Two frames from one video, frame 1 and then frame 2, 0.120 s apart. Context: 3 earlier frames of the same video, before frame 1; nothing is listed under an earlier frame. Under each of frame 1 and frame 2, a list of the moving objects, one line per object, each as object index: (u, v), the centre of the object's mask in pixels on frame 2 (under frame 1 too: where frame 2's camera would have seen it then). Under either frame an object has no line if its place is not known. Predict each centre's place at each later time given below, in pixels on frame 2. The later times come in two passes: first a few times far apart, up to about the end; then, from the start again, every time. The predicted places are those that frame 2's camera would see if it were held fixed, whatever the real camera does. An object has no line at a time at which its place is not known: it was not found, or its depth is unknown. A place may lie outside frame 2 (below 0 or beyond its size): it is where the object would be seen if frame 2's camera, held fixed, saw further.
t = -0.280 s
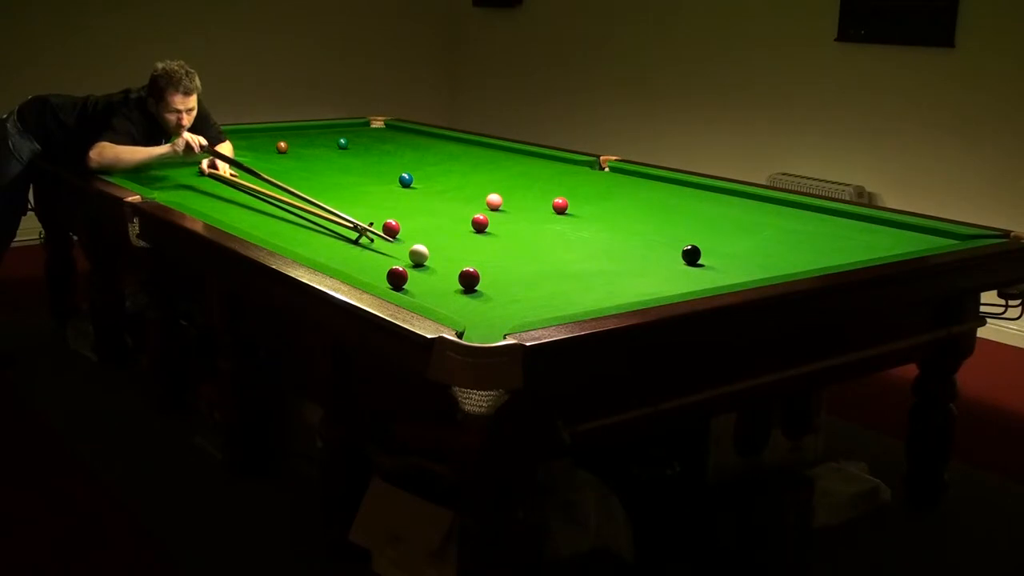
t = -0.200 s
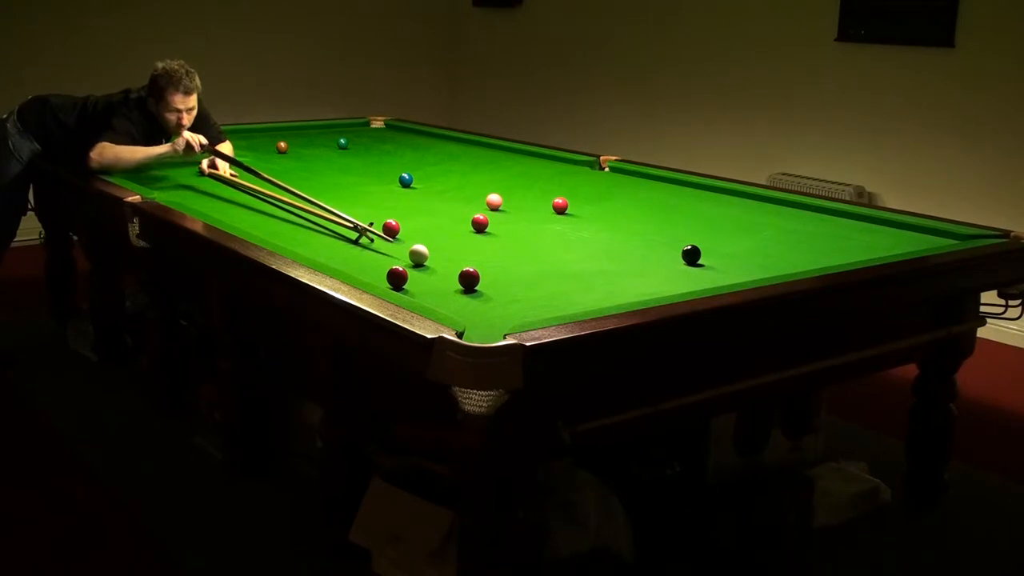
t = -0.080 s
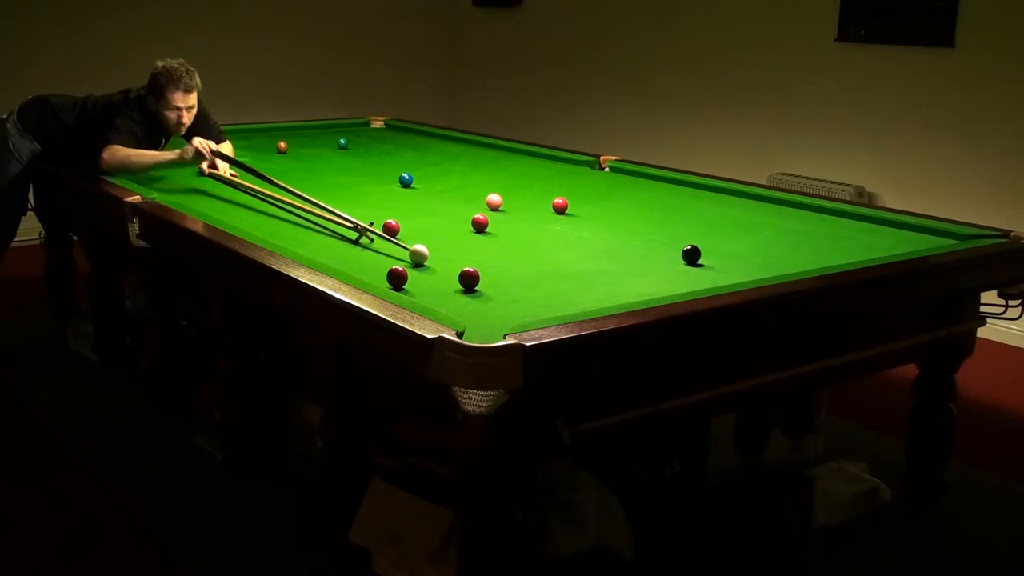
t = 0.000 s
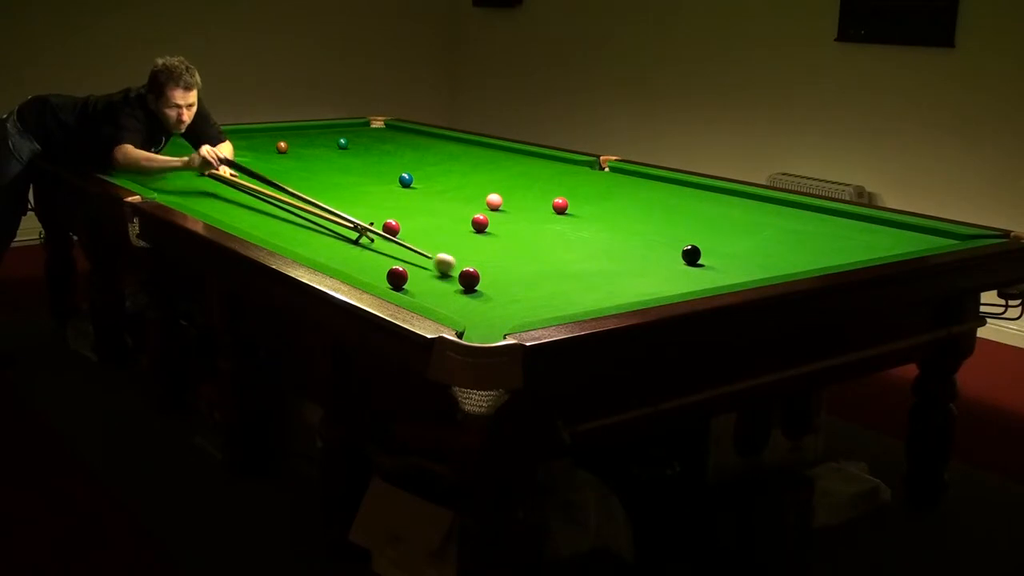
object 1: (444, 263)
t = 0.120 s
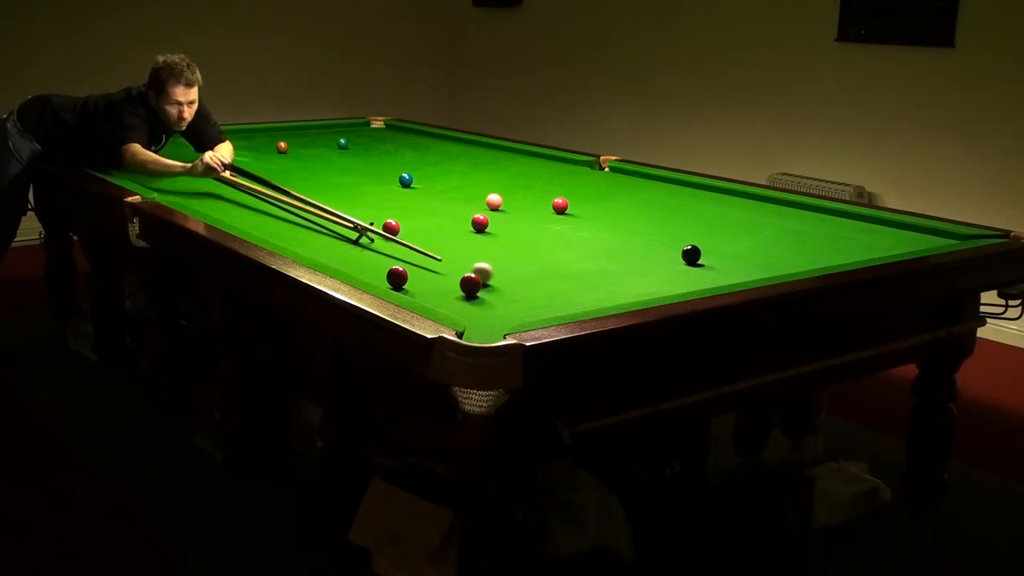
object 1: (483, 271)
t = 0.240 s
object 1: (514, 274)
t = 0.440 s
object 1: (566, 277)
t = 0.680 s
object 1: (626, 280)
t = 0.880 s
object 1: (675, 282)
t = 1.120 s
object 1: (731, 279)
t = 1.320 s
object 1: (737, 274)
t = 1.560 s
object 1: (742, 268)
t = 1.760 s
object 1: (746, 260)
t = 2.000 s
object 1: (750, 253)
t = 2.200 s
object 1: (754, 248)
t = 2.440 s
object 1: (757, 242)
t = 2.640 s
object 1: (760, 238)
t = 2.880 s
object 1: (762, 233)
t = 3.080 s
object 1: (765, 230)
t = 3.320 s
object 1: (767, 227)
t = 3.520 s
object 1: (769, 225)
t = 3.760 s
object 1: (772, 222)
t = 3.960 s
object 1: (774, 221)
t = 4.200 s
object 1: (775, 219)
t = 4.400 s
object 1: (777, 218)
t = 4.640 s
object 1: (778, 218)
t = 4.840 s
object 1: (779, 217)
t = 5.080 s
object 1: (780, 217)
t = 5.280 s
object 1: (779, 217)
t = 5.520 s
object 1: (780, 217)
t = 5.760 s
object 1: (780, 217)
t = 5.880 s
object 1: (780, 217)
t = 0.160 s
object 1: (492, 273)
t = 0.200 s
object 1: (503, 274)
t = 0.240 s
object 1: (514, 274)
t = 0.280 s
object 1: (524, 275)
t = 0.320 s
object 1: (535, 275)
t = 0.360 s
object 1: (545, 276)
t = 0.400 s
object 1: (555, 276)
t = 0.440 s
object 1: (566, 277)
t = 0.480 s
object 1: (576, 277)
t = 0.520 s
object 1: (586, 278)
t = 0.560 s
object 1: (596, 278)
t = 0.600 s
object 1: (606, 279)
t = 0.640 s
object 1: (616, 279)
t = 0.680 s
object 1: (626, 280)
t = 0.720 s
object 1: (636, 280)
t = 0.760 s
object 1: (646, 281)
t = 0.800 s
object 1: (656, 281)
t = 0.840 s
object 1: (666, 281)
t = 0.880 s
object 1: (675, 282)
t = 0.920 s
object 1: (685, 282)
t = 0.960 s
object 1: (695, 281)
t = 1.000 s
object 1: (704, 281)
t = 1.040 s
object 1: (713, 280)
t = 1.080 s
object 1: (723, 280)
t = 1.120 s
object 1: (731, 279)
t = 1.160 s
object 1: (732, 278)
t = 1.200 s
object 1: (733, 277)
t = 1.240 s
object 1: (735, 276)
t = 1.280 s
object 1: (736, 275)
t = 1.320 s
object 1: (737, 274)
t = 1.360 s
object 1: (738, 273)
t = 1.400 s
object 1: (739, 272)
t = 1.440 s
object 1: (740, 271)
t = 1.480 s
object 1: (741, 270)
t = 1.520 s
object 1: (742, 269)
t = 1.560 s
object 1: (742, 268)
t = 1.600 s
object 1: (743, 266)
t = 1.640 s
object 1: (744, 264)
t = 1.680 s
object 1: (745, 263)
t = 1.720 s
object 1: (745, 262)
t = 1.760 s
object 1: (746, 260)
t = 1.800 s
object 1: (747, 259)
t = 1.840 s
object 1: (748, 258)
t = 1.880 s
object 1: (748, 257)
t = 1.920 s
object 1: (749, 255)
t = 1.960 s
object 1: (750, 254)
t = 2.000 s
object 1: (750, 253)
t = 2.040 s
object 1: (751, 252)
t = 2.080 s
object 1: (752, 251)
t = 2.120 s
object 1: (752, 250)
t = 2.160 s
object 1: (753, 249)
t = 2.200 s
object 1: (754, 248)
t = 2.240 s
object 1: (754, 247)
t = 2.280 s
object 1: (755, 246)
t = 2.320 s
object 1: (755, 245)
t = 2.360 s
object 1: (756, 244)
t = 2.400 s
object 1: (756, 243)
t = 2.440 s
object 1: (757, 242)
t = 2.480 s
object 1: (757, 241)
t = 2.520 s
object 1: (758, 240)
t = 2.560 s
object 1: (758, 239)
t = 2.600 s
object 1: (759, 238)
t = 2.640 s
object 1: (760, 238)
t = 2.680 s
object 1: (760, 237)
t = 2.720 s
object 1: (761, 236)
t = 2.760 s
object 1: (761, 236)
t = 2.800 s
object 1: (761, 235)
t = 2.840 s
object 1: (762, 234)
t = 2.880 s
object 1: (762, 233)
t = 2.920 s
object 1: (763, 233)
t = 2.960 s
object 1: (763, 232)
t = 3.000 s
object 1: (764, 231)
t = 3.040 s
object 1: (764, 231)
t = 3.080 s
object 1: (765, 230)
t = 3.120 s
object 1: (765, 230)
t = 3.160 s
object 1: (766, 229)
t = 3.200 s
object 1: (766, 229)
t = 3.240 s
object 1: (767, 228)
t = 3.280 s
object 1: (767, 228)
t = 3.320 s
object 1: (767, 227)
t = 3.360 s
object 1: (768, 226)
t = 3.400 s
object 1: (768, 226)
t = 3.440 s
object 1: (769, 225)
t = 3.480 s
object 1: (769, 225)
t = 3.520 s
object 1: (769, 225)
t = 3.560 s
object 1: (770, 224)
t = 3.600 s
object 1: (770, 224)
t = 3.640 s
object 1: (770, 224)
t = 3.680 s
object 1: (771, 223)
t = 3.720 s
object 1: (771, 223)
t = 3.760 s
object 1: (772, 222)
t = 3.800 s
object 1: (772, 222)
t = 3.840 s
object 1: (772, 222)
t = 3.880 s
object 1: (773, 221)
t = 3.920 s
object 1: (773, 221)
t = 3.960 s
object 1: (774, 221)
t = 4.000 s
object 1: (774, 221)
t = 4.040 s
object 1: (774, 220)
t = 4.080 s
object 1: (774, 220)
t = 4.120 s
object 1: (775, 220)
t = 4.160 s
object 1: (775, 219)
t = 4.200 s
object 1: (775, 219)
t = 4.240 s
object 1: (776, 219)
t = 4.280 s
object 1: (776, 219)
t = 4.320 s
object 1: (776, 219)
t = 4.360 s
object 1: (777, 219)
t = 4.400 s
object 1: (777, 218)
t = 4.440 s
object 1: (777, 218)
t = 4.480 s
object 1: (777, 218)
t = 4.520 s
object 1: (778, 218)
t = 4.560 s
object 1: (778, 218)
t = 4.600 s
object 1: (778, 218)
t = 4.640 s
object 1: (778, 218)
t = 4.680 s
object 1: (779, 218)
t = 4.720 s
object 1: (779, 218)
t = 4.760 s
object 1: (779, 218)
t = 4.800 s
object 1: (779, 217)
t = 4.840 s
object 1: (779, 217)
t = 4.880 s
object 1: (779, 217)
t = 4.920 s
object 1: (779, 217)
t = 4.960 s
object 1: (780, 217)
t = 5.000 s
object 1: (780, 217)
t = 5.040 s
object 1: (780, 217)
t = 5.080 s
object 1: (780, 217)
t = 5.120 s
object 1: (780, 217)
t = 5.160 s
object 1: (780, 217)
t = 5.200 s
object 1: (780, 217)
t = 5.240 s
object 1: (780, 217)
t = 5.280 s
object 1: (779, 217)
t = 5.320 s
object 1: (779, 217)
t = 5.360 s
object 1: (779, 217)
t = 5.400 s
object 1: (779, 217)
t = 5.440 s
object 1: (780, 217)
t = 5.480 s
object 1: (780, 217)
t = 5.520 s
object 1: (780, 217)
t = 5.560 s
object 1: (780, 217)
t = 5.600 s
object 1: (780, 217)
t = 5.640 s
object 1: (780, 217)
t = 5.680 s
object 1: (780, 217)
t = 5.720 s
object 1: (780, 217)
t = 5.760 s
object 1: (780, 217)
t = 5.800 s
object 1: (780, 217)
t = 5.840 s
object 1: (780, 217)
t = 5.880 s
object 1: (780, 217)
